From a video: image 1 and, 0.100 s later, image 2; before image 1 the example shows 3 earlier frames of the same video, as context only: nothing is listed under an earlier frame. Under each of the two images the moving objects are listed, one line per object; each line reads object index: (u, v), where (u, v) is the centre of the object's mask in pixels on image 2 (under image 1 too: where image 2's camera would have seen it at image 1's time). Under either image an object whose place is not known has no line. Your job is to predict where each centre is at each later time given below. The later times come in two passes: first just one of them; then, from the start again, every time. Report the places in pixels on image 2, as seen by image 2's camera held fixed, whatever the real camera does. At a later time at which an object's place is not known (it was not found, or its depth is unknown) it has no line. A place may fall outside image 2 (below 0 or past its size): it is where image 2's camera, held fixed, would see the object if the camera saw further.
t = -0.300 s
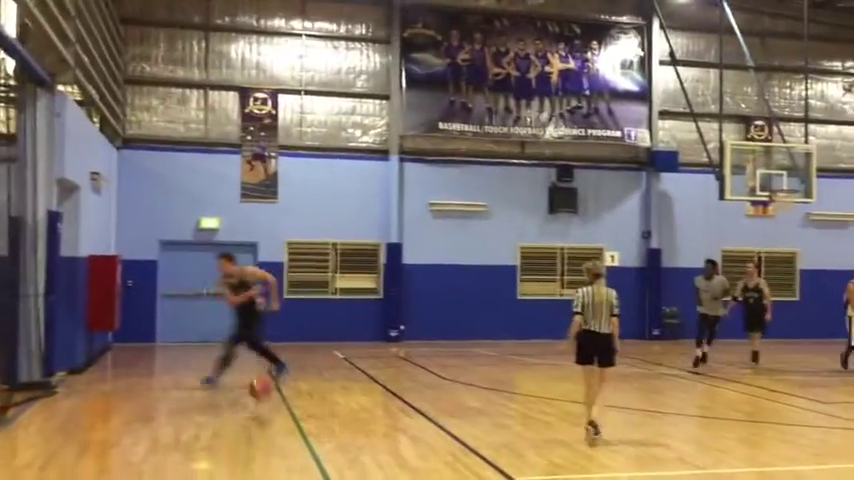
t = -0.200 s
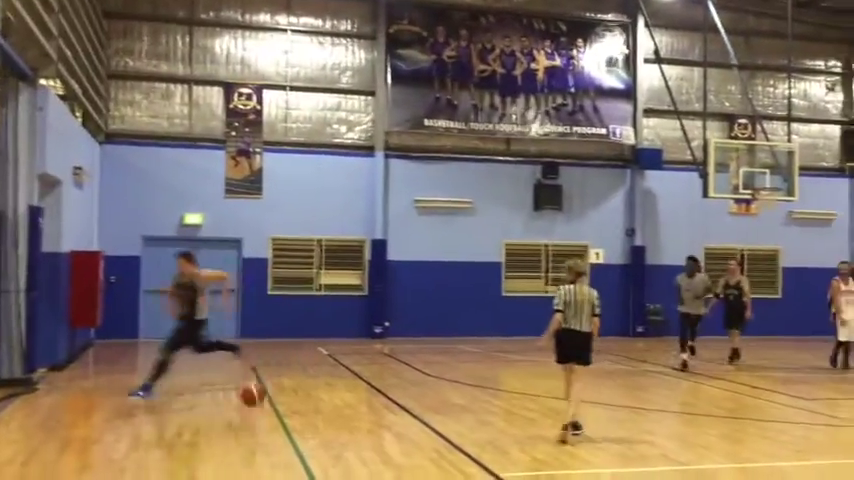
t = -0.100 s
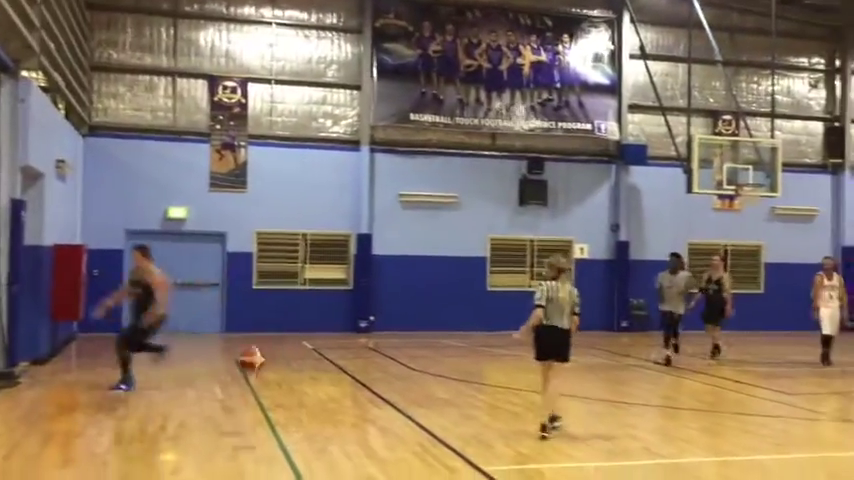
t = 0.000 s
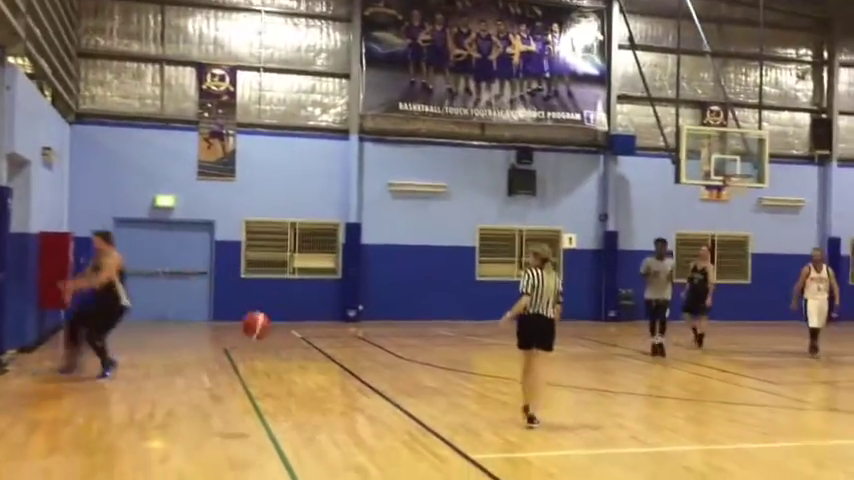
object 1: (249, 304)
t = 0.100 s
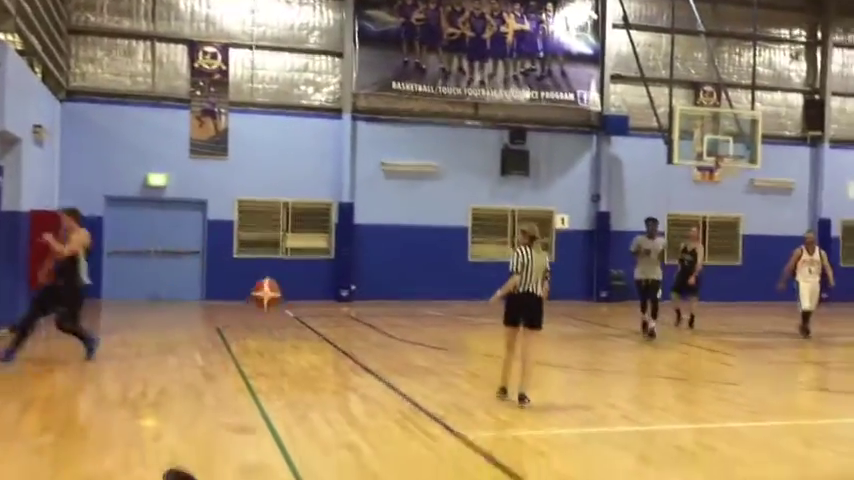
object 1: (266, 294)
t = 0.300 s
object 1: (303, 304)
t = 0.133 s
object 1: (272, 290)
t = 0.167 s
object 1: (277, 291)
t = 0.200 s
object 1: (284, 292)
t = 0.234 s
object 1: (291, 294)
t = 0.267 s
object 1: (298, 297)
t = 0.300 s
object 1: (303, 304)
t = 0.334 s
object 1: (312, 313)
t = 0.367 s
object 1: (317, 322)
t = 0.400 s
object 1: (329, 336)
